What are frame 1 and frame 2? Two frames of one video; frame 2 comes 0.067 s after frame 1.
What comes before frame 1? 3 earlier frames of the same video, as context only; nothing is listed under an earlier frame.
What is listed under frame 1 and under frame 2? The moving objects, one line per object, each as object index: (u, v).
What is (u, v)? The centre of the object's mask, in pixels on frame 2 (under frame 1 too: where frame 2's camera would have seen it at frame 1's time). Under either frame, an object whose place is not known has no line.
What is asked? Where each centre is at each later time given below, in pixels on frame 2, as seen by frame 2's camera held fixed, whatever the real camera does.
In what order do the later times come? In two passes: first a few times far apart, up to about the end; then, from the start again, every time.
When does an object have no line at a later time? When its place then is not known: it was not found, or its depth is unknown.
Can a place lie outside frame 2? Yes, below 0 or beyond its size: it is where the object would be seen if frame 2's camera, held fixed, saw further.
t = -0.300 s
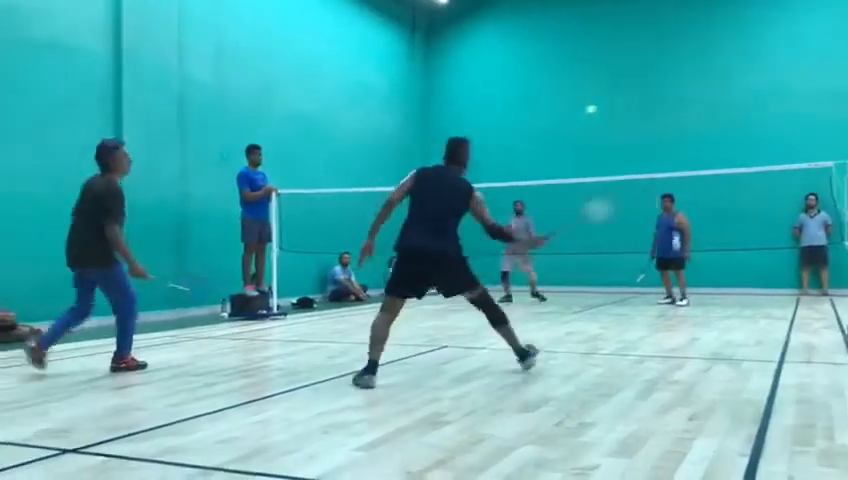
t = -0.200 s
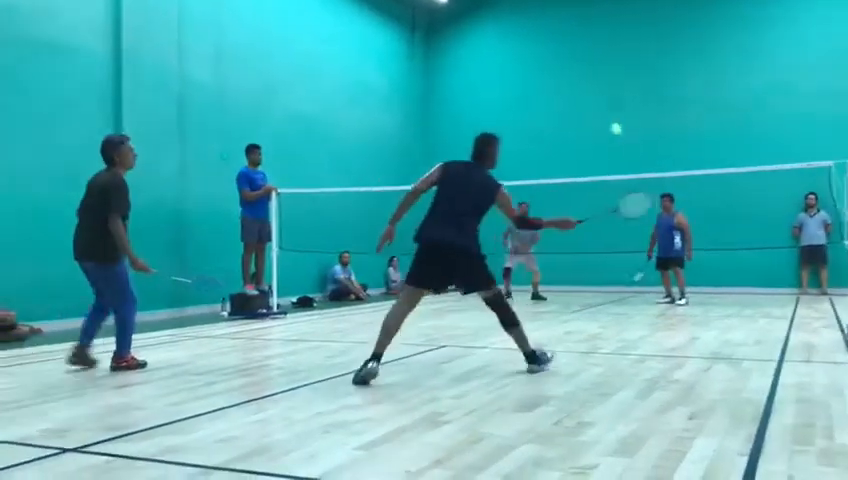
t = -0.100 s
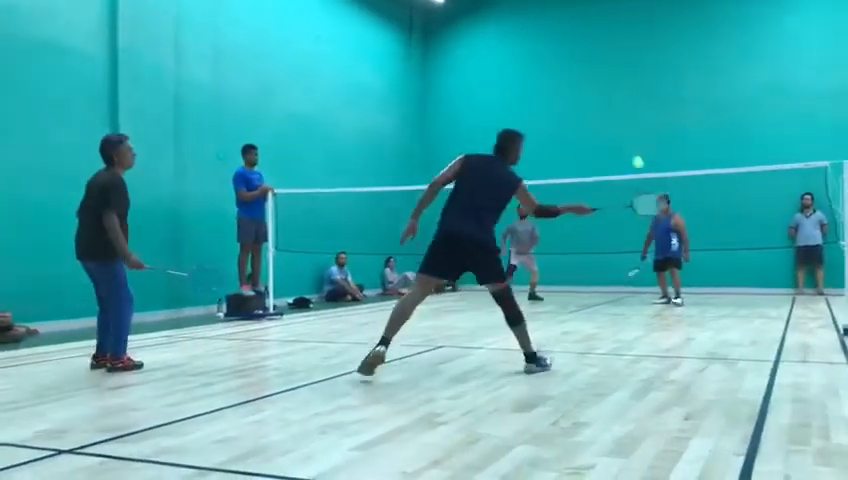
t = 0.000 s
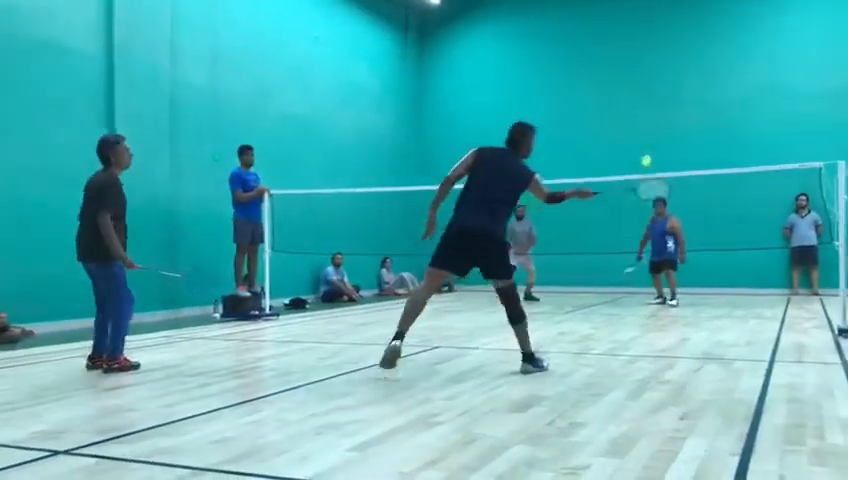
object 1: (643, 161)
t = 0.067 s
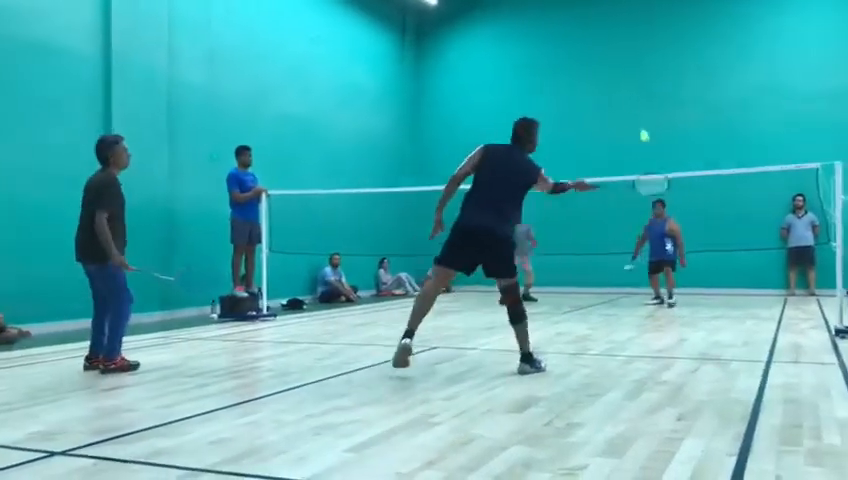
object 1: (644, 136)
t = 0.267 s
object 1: (636, 96)
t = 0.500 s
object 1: (633, 115)
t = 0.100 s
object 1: (643, 124)
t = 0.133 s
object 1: (639, 116)
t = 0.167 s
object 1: (637, 105)
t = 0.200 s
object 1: (636, 99)
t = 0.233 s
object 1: (636, 97)
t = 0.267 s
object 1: (636, 96)
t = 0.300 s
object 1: (637, 97)
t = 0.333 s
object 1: (637, 99)
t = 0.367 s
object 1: (636, 101)
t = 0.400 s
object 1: (635, 103)
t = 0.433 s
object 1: (635, 106)
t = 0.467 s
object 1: (634, 110)
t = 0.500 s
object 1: (633, 115)
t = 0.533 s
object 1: (633, 121)
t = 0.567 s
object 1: (633, 128)
